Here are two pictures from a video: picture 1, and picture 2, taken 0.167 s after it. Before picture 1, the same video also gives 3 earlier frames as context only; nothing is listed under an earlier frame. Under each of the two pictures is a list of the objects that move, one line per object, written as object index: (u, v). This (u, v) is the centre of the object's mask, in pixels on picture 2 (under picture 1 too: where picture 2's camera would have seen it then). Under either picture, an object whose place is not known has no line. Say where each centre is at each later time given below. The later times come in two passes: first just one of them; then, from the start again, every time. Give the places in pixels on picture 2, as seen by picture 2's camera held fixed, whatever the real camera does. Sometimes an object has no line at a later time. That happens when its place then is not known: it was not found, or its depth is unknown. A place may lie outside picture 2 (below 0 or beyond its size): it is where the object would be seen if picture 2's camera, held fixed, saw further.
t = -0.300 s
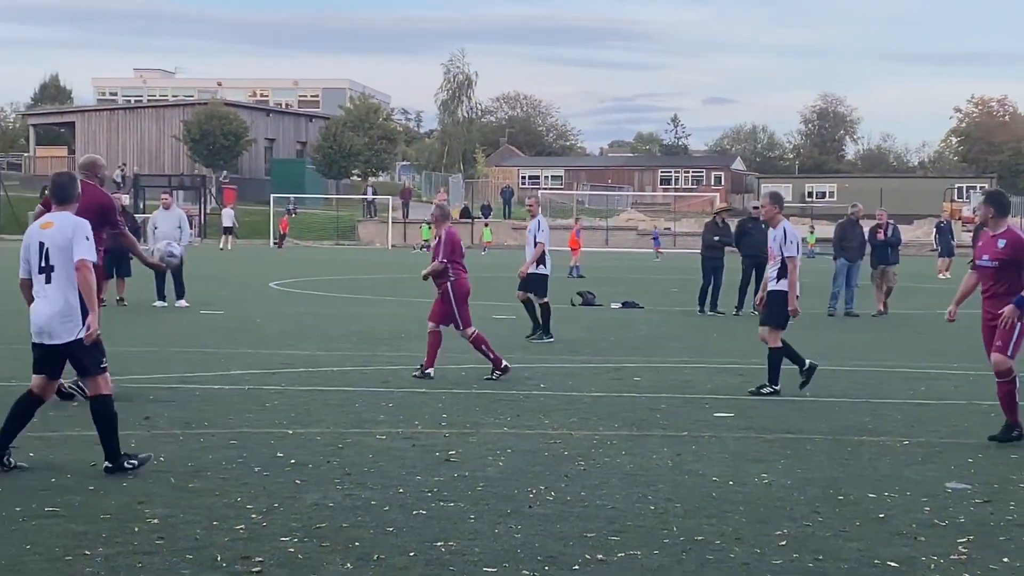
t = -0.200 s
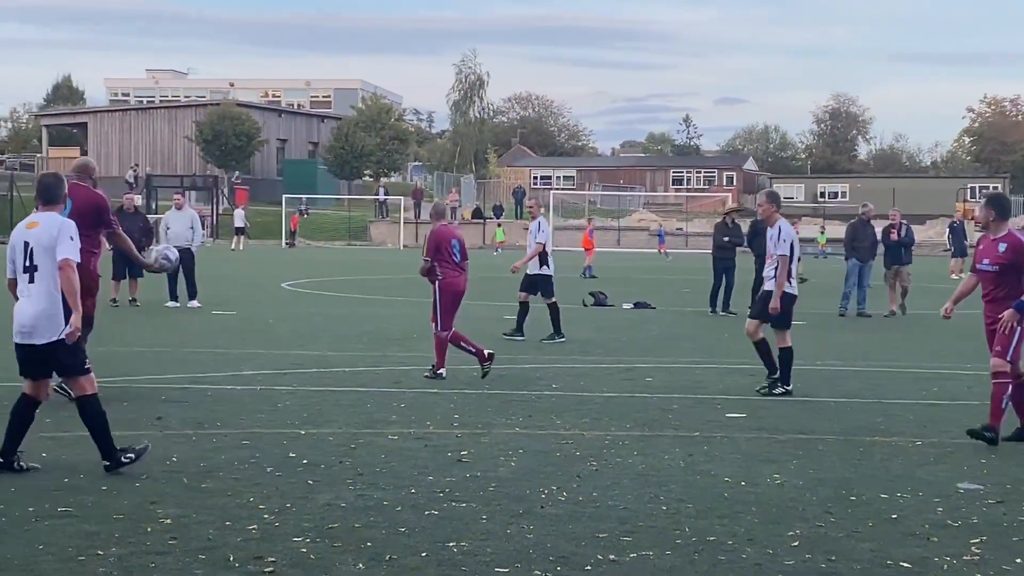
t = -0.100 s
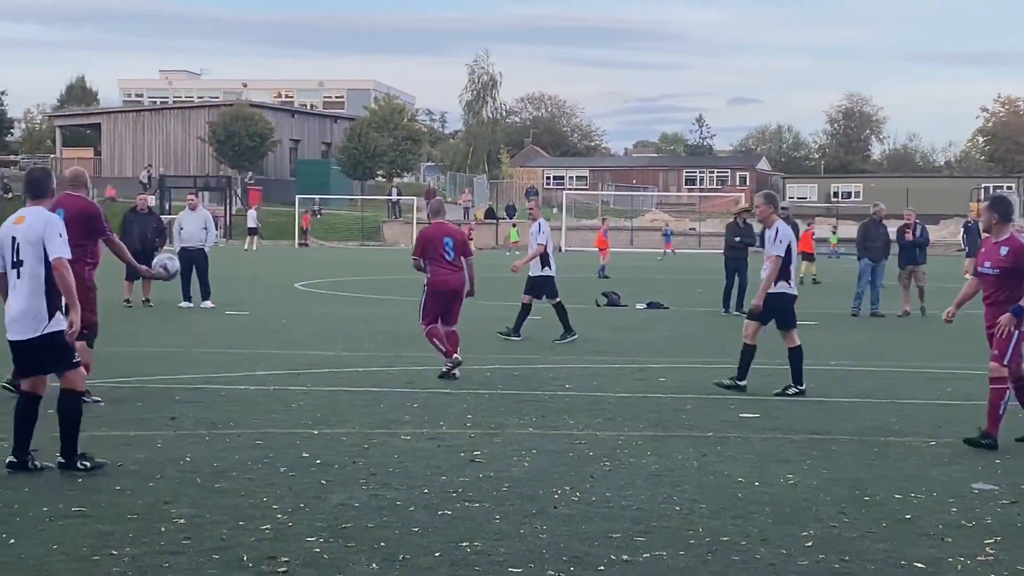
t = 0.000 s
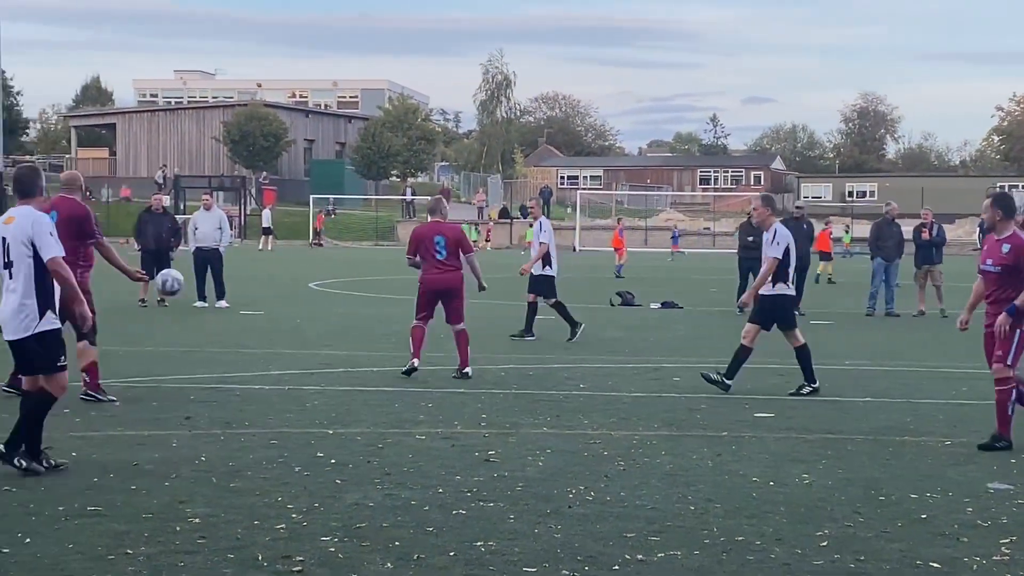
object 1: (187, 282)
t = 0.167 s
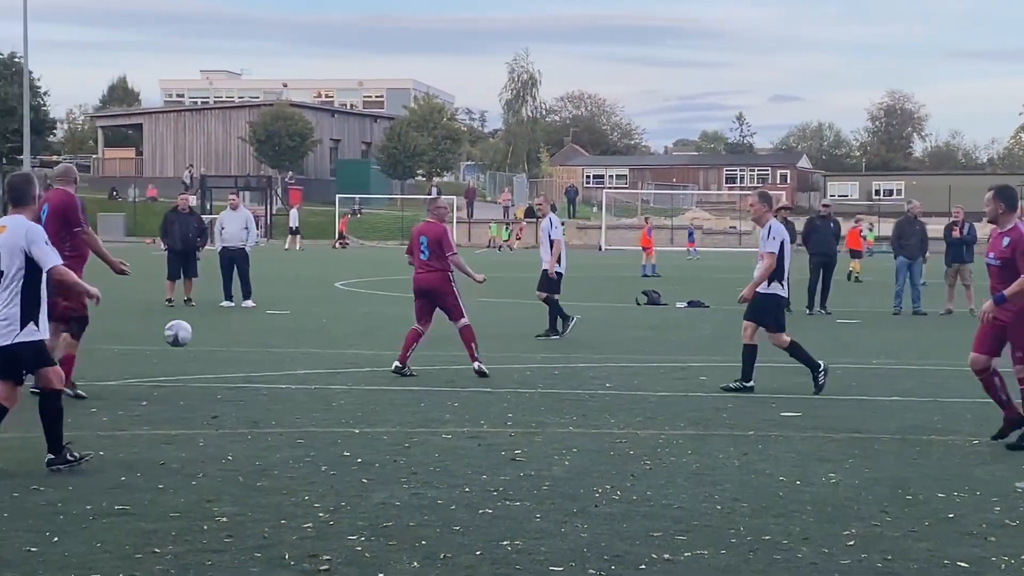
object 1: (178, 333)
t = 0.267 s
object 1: (169, 380)
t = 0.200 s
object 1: (175, 347)
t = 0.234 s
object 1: (172, 363)
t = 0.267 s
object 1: (169, 380)
